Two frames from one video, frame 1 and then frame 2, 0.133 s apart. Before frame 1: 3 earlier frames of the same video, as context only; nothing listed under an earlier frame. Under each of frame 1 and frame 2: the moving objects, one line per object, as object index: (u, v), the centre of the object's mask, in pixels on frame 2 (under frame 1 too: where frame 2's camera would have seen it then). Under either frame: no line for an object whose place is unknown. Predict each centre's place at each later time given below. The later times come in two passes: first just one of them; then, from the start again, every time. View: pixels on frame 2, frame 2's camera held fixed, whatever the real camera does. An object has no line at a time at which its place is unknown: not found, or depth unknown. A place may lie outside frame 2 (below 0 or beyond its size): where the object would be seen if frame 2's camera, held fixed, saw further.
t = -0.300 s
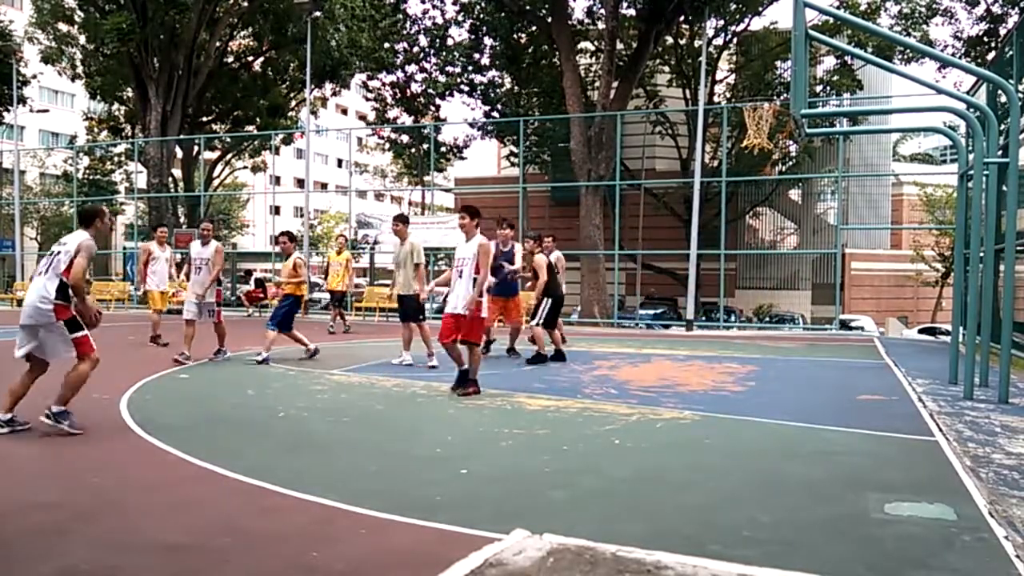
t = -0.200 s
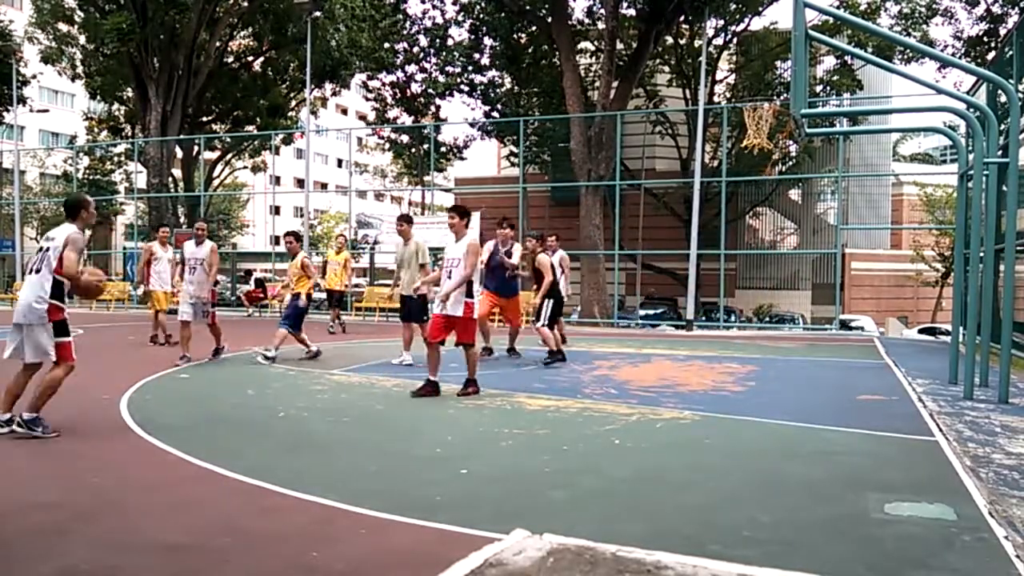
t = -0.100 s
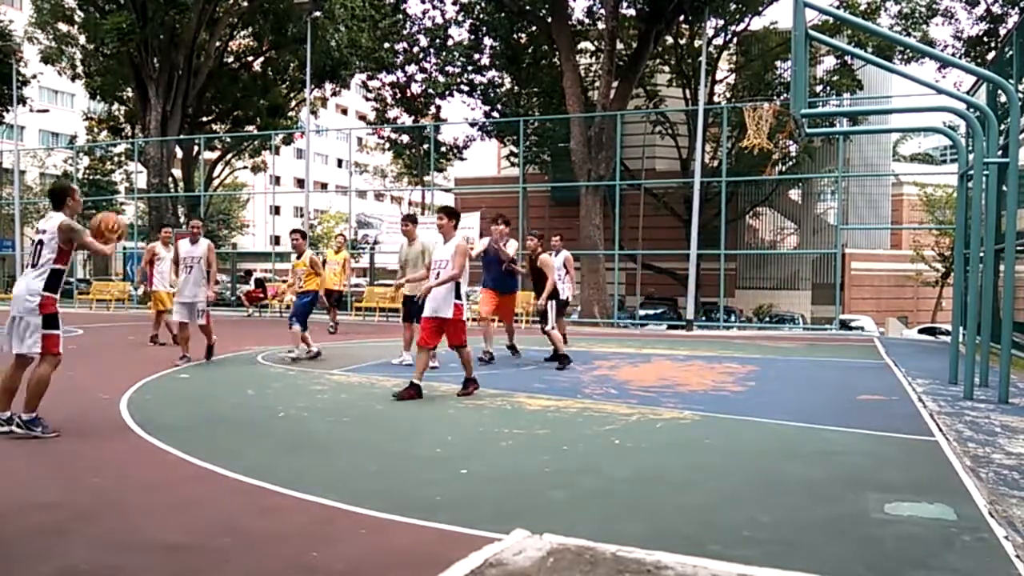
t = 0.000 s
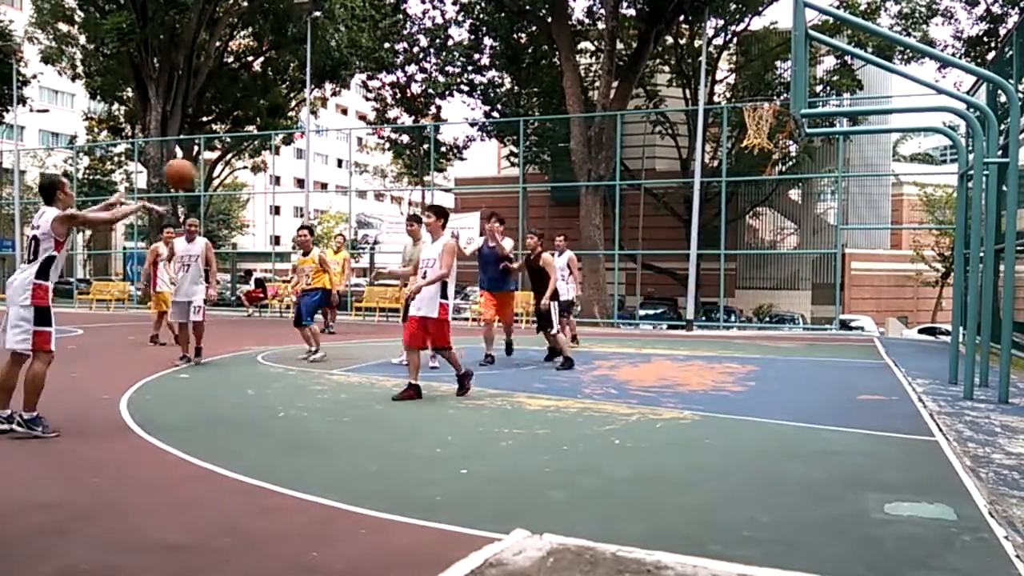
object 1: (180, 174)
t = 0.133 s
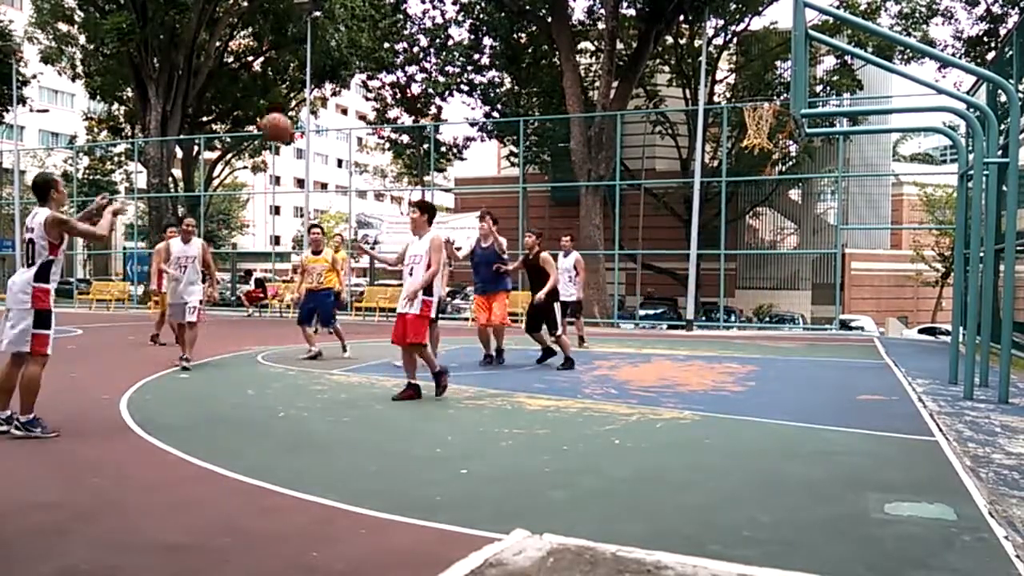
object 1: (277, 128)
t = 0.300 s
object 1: (377, 104)
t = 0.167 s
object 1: (297, 120)
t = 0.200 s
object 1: (318, 114)
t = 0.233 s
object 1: (339, 110)
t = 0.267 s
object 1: (358, 108)
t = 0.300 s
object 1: (377, 104)
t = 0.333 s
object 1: (395, 105)
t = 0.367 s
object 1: (412, 105)
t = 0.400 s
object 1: (429, 107)
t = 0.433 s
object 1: (444, 112)
